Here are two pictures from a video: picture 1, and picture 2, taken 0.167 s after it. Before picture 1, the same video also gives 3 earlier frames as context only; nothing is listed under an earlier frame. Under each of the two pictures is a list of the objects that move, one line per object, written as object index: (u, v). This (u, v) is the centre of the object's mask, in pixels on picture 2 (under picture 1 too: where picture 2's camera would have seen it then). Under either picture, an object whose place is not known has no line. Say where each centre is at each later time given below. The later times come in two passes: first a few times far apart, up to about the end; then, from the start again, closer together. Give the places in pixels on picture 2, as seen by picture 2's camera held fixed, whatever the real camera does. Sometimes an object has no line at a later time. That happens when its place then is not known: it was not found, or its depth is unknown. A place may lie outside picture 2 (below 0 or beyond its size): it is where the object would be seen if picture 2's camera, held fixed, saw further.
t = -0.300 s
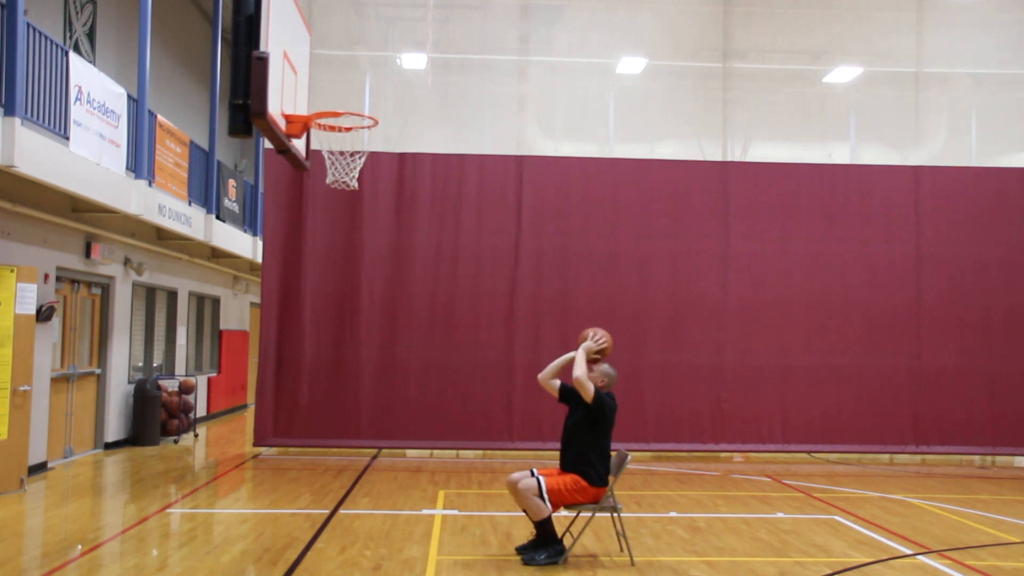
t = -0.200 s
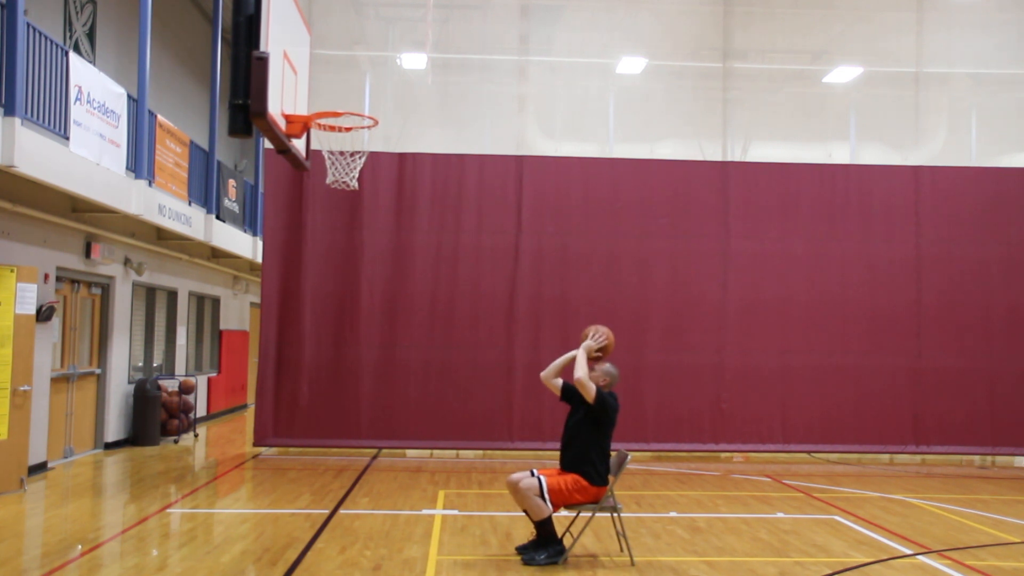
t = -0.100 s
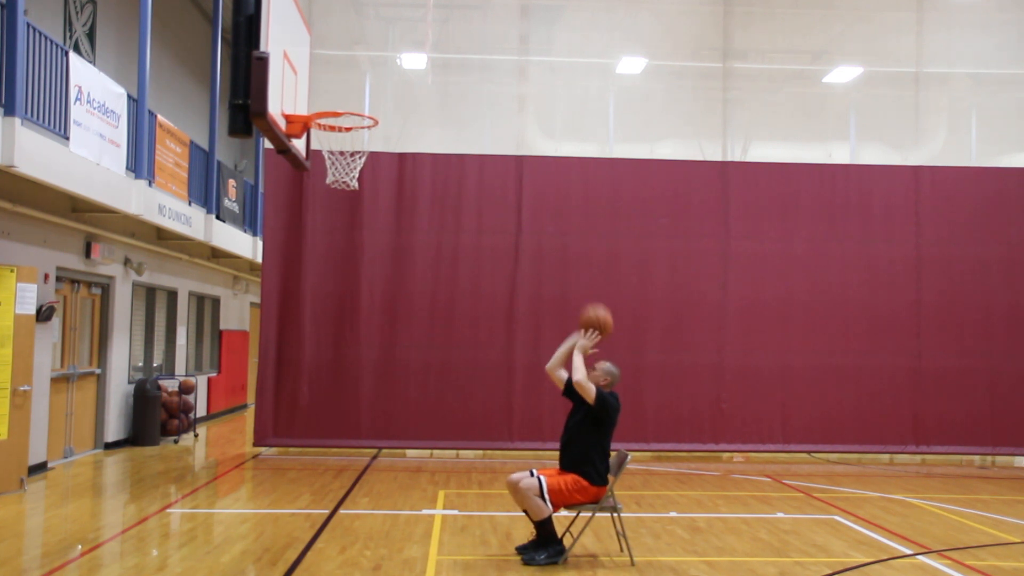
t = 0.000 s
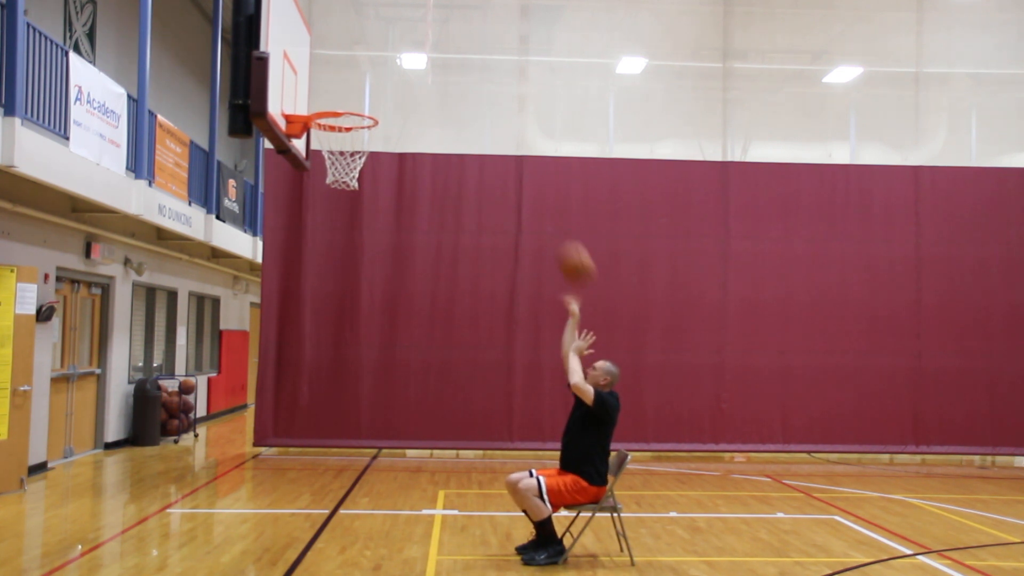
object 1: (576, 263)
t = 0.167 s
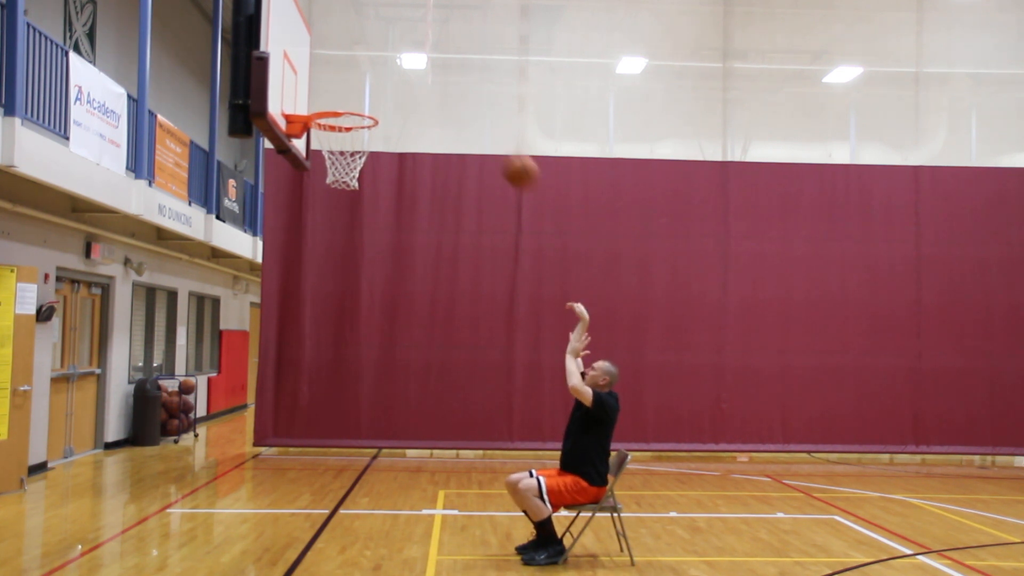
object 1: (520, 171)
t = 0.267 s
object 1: (485, 131)
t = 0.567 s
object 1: (382, 96)
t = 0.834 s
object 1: (328, 164)
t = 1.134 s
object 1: (346, 324)
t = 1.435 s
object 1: (369, 489)
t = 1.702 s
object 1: (422, 357)
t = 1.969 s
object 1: (471, 320)
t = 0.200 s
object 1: (509, 157)
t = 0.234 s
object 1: (497, 144)
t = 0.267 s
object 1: (485, 131)
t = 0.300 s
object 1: (474, 121)
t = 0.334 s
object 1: (462, 113)
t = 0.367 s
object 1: (451, 107)
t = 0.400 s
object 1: (440, 101)
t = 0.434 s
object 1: (428, 97)
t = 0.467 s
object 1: (417, 94)
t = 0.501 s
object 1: (405, 94)
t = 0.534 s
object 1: (393, 94)
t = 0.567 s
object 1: (382, 96)
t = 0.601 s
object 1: (371, 99)
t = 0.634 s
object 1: (359, 102)
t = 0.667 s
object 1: (347, 104)
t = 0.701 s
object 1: (336, 119)
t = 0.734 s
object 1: (326, 131)
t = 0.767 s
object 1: (324, 140)
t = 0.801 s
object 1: (325, 152)
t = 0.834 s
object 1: (328, 164)
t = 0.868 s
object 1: (331, 184)
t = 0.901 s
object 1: (333, 190)
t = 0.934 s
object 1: (335, 203)
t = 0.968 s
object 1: (338, 219)
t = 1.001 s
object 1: (339, 236)
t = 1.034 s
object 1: (342, 256)
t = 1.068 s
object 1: (343, 276)
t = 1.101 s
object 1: (344, 300)
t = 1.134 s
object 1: (346, 324)
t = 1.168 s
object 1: (348, 349)
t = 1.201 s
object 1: (349, 376)
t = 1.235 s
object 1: (350, 406)
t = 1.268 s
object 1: (352, 429)
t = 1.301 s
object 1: (350, 463)
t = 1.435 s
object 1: (369, 489)
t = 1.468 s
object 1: (375, 467)
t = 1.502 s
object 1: (383, 443)
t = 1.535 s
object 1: (390, 427)
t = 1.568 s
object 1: (396, 412)
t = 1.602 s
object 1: (402, 396)
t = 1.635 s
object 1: (409, 380)
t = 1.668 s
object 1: (416, 368)
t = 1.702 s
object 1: (422, 357)
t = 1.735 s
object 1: (429, 347)
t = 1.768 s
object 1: (435, 339)
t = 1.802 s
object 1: (441, 332)
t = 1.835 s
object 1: (447, 327)
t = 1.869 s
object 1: (453, 323)
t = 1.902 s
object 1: (459, 321)
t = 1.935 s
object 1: (465, 320)
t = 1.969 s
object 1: (471, 320)
